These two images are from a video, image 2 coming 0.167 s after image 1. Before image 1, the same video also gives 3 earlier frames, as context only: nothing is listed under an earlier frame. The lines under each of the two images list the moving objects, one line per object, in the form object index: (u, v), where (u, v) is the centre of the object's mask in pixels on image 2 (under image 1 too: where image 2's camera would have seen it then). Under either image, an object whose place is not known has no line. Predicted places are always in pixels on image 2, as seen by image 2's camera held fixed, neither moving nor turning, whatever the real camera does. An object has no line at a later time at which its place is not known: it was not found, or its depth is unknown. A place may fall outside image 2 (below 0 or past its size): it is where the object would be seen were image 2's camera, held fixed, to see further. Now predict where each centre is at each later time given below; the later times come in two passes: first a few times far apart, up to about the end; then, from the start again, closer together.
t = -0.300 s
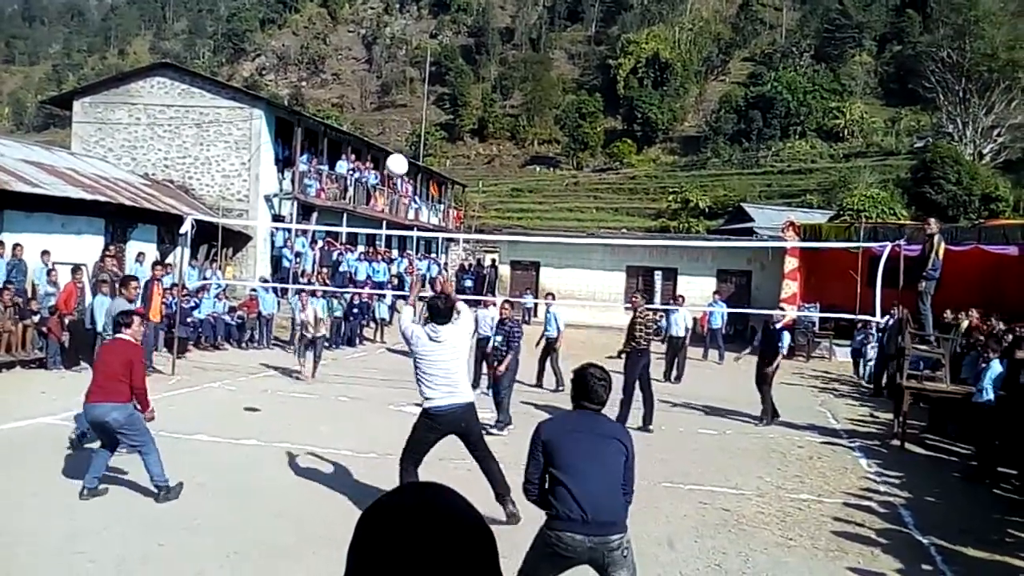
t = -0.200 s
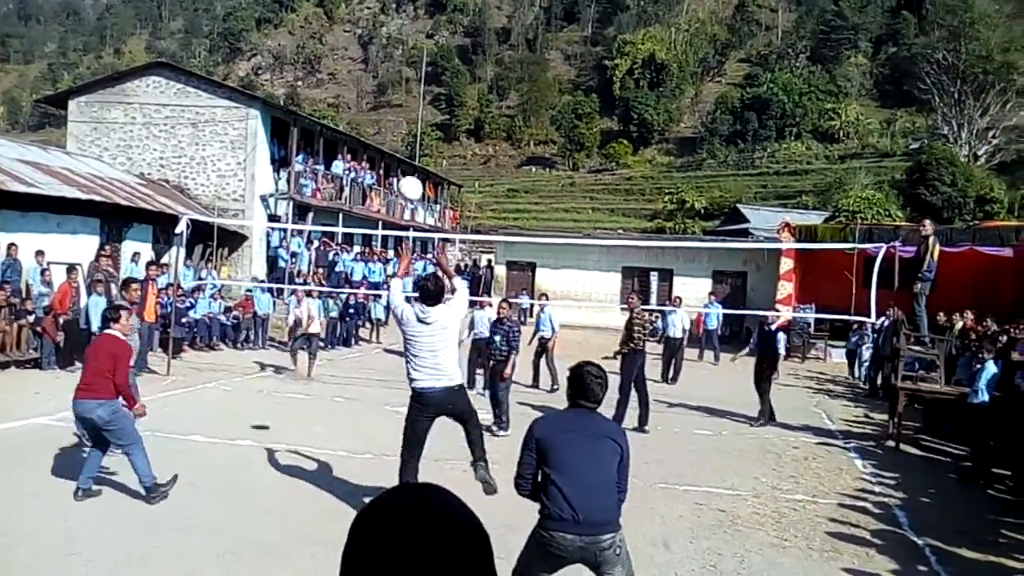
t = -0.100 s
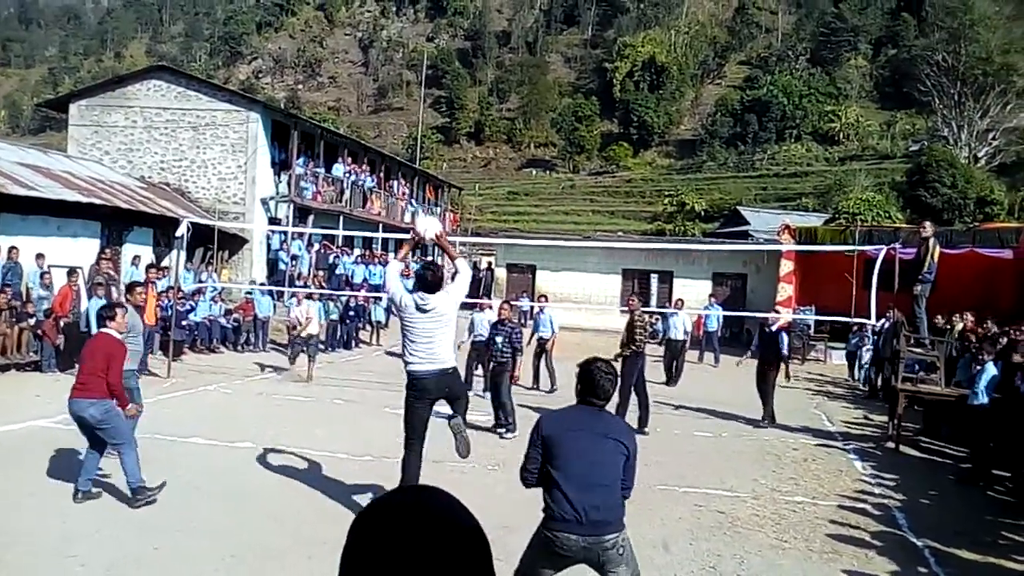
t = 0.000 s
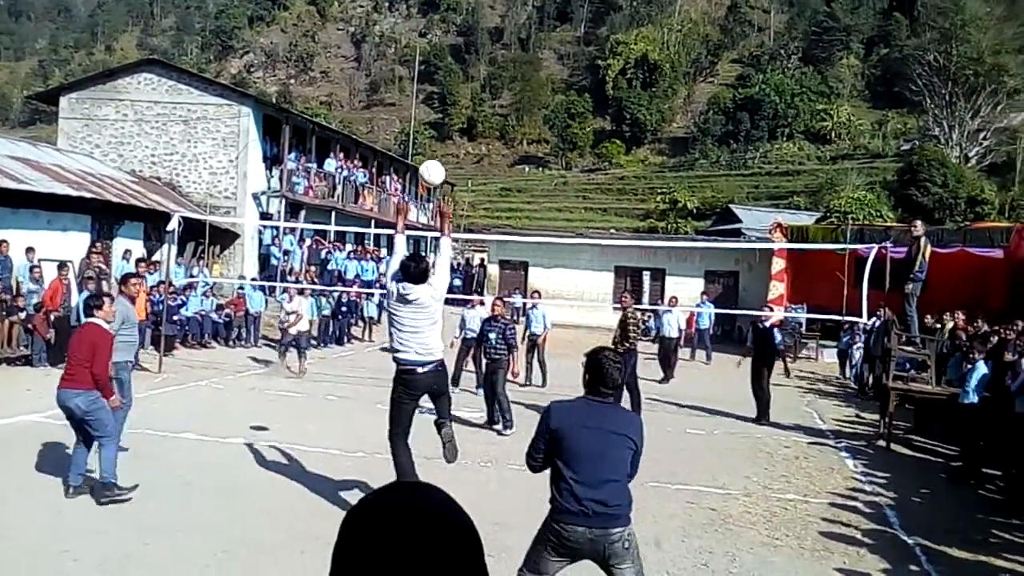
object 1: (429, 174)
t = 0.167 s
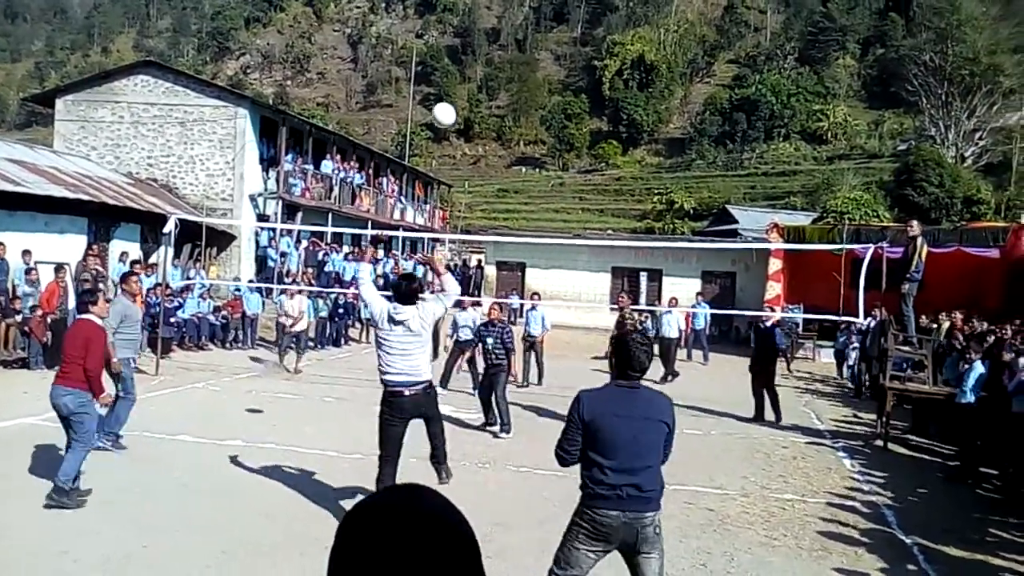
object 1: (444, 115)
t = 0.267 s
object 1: (450, 98)
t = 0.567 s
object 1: (465, 110)
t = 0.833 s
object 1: (471, 182)
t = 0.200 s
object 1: (446, 108)
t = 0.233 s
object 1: (448, 102)
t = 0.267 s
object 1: (450, 98)
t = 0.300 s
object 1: (453, 95)
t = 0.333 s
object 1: (455, 93)
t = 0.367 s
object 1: (456, 93)
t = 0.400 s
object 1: (458, 93)
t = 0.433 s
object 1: (460, 95)
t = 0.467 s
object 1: (462, 96)
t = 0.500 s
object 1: (463, 100)
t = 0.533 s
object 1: (464, 104)
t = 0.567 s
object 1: (465, 110)
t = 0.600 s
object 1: (466, 117)
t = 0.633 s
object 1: (466, 124)
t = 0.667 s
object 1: (467, 132)
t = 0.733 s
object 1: (469, 149)
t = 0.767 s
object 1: (469, 159)
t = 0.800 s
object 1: (470, 170)
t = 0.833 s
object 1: (471, 182)
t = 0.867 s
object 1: (471, 194)
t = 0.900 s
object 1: (471, 206)
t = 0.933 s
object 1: (472, 219)
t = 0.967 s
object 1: (471, 233)
